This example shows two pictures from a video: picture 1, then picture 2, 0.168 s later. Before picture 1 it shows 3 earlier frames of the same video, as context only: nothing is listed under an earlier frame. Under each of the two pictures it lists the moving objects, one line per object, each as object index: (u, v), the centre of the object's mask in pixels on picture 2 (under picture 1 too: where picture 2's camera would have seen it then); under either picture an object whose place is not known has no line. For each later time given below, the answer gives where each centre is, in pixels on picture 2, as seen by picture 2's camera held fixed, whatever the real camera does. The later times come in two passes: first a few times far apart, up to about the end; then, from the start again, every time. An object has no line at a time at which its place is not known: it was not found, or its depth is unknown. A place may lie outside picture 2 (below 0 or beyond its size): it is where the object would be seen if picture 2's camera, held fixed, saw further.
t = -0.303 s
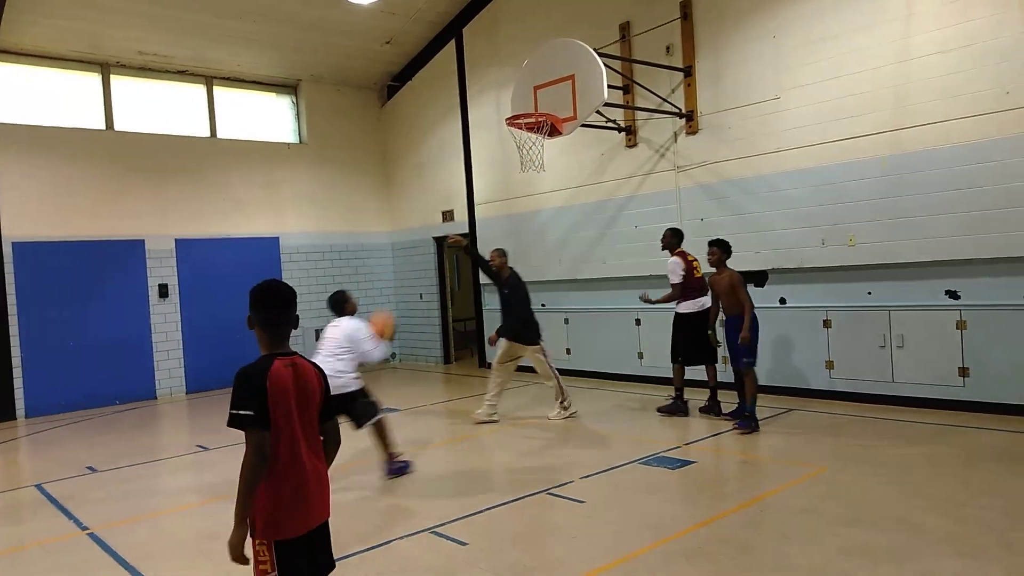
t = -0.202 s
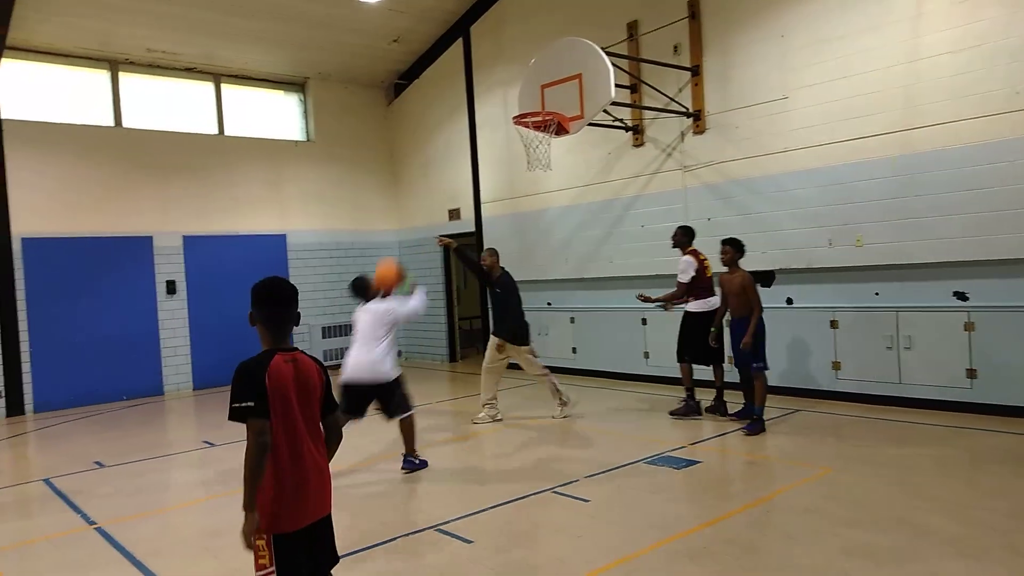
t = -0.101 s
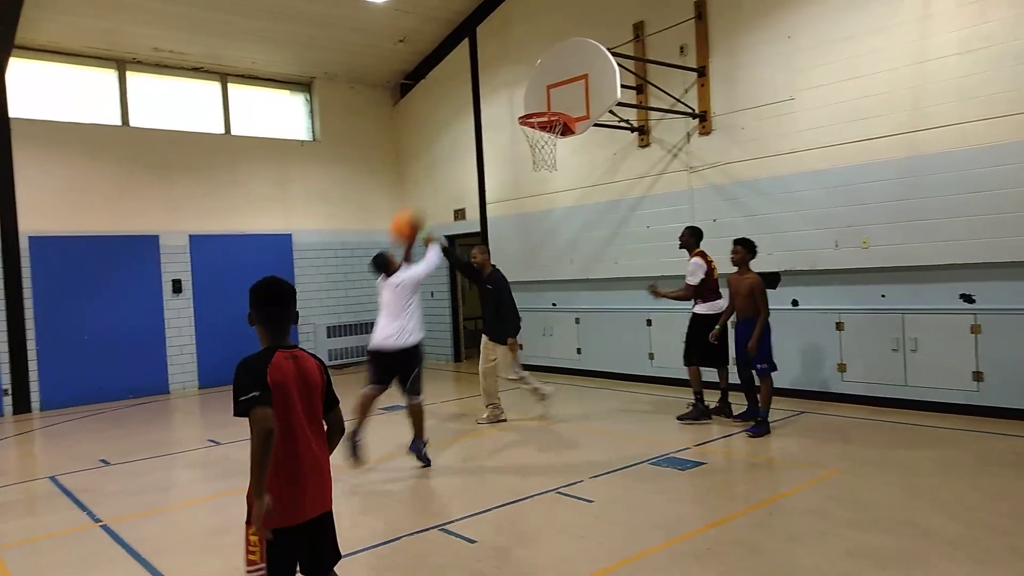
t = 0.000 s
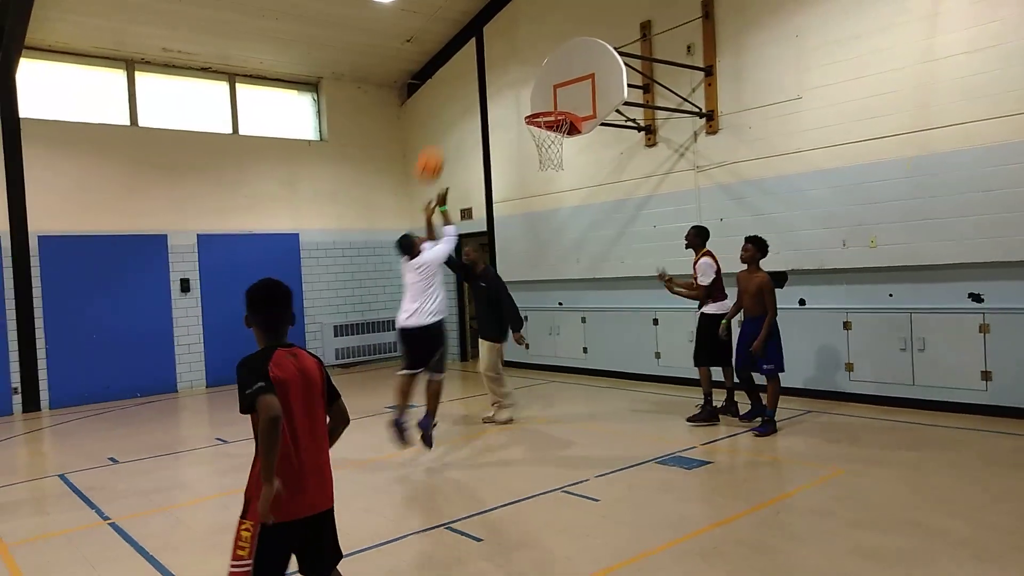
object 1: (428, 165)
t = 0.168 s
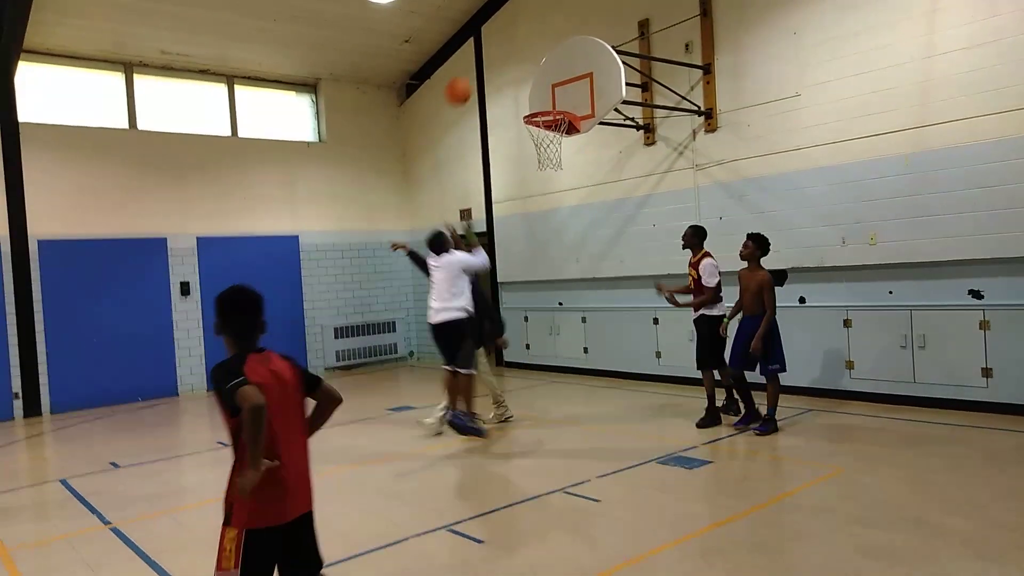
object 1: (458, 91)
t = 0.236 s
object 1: (470, 72)
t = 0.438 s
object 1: (503, 48)
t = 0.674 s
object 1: (539, 73)
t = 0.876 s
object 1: (515, 112)
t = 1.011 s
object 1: (489, 160)
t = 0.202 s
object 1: (464, 81)
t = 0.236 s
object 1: (470, 72)
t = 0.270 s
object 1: (475, 65)
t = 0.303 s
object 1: (480, 59)
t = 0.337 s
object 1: (486, 54)
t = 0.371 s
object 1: (491, 51)
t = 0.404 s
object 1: (498, 49)
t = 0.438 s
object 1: (503, 48)
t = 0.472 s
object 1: (509, 48)
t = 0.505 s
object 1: (513, 49)
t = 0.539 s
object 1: (518, 52)
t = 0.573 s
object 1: (523, 56)
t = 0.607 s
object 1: (529, 60)
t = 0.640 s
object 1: (535, 66)
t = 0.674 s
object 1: (539, 73)
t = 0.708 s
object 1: (544, 81)
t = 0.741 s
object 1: (542, 86)
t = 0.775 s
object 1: (537, 91)
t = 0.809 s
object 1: (533, 97)
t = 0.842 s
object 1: (525, 104)
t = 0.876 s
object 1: (515, 112)
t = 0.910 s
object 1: (509, 123)
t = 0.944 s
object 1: (502, 134)
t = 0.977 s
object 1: (495, 147)
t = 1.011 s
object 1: (489, 160)
